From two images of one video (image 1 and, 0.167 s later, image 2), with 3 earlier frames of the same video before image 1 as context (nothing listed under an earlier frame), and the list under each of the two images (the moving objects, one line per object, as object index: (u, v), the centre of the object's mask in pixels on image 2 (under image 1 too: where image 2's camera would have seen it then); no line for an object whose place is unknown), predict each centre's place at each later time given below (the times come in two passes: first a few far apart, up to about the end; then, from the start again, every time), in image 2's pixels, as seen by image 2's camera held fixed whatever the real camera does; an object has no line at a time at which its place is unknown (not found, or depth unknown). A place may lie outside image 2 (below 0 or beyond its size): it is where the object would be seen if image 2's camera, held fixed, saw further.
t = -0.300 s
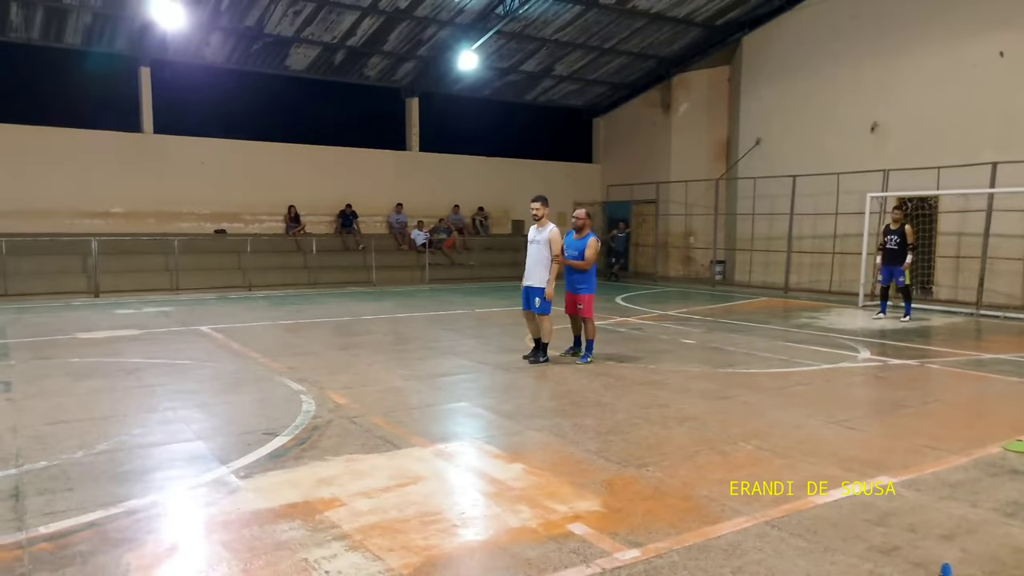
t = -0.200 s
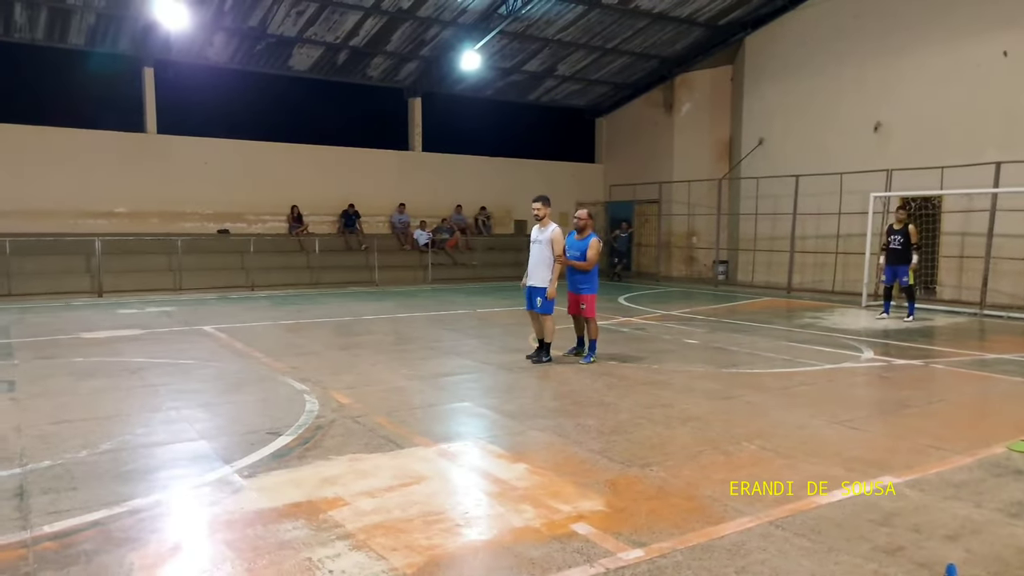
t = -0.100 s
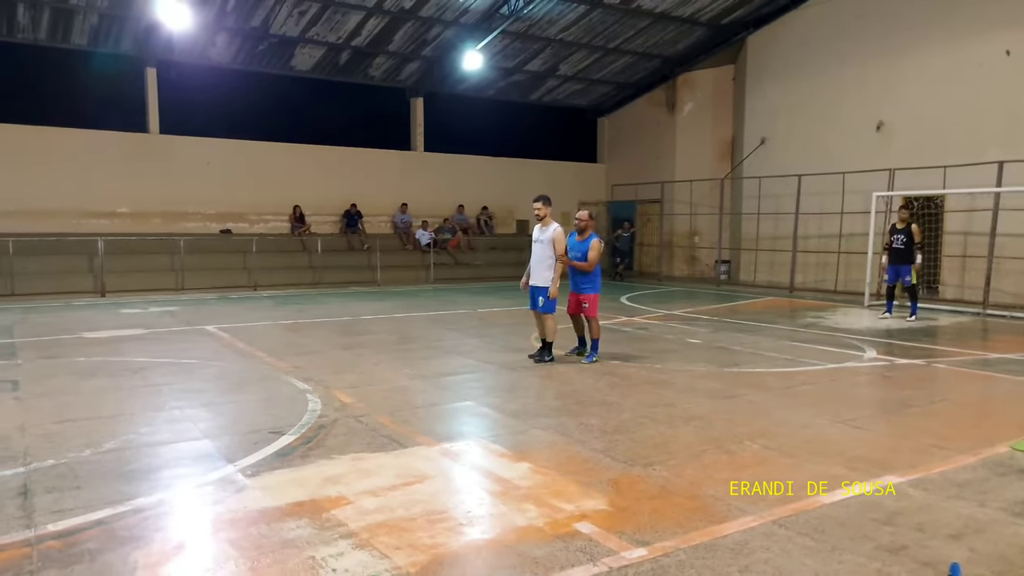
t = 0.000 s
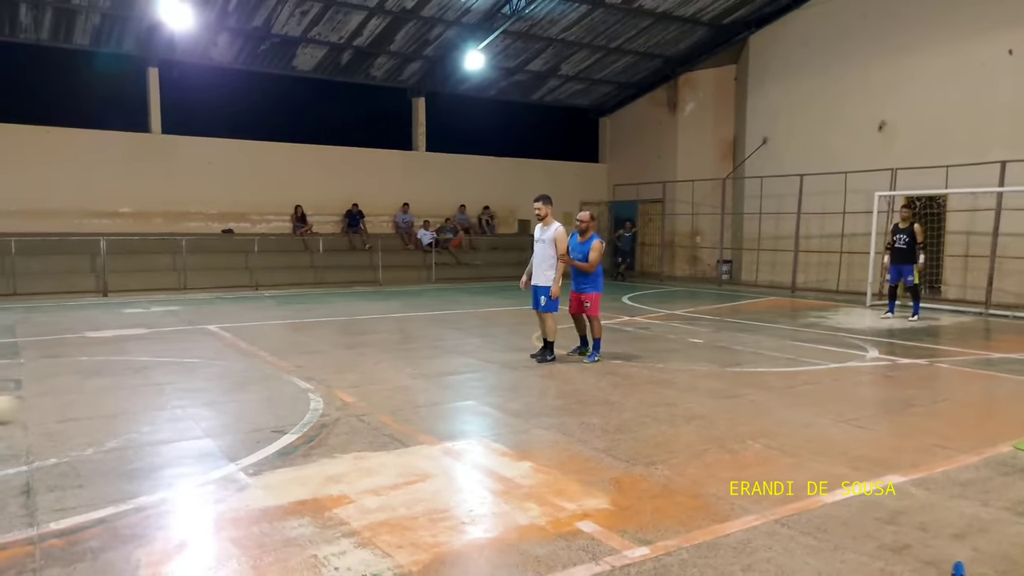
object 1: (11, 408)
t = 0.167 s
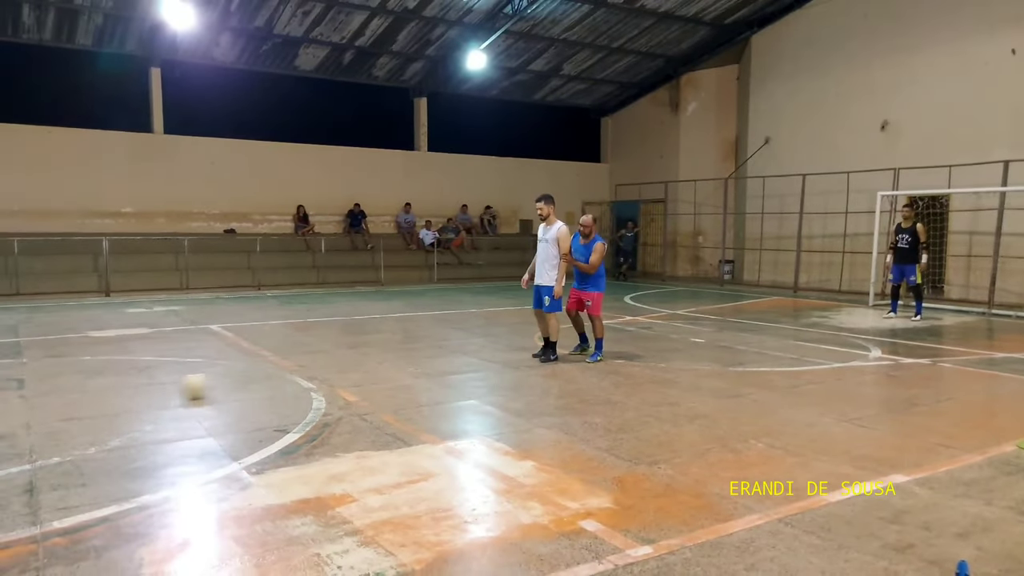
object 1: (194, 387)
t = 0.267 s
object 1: (294, 375)
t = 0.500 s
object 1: (457, 356)
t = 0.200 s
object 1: (230, 383)
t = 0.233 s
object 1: (263, 379)
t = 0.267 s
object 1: (294, 375)
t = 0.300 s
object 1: (322, 371)
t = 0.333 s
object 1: (348, 369)
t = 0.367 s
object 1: (374, 365)
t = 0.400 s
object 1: (396, 363)
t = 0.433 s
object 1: (419, 360)
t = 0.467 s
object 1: (438, 358)
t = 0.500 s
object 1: (457, 356)
